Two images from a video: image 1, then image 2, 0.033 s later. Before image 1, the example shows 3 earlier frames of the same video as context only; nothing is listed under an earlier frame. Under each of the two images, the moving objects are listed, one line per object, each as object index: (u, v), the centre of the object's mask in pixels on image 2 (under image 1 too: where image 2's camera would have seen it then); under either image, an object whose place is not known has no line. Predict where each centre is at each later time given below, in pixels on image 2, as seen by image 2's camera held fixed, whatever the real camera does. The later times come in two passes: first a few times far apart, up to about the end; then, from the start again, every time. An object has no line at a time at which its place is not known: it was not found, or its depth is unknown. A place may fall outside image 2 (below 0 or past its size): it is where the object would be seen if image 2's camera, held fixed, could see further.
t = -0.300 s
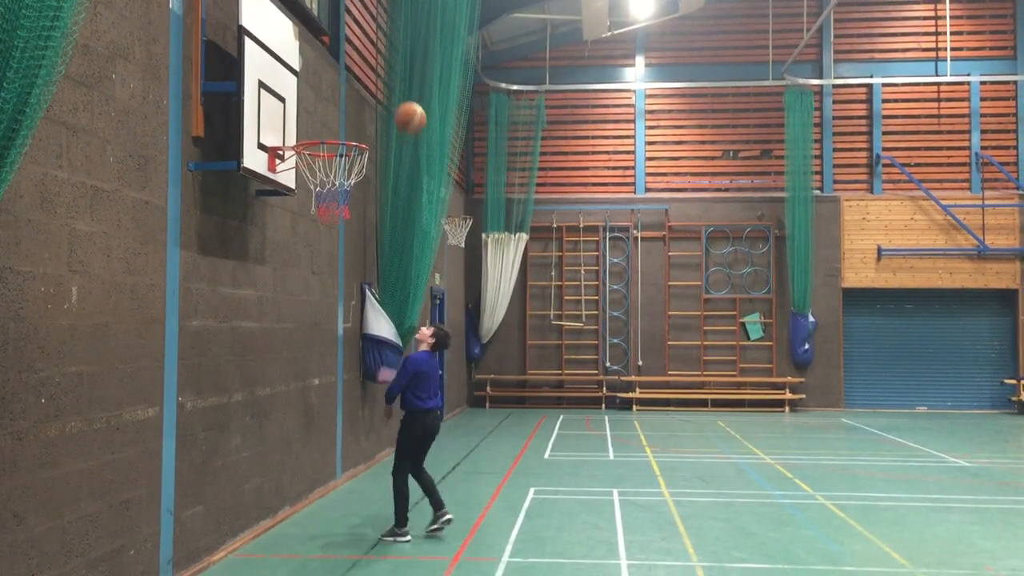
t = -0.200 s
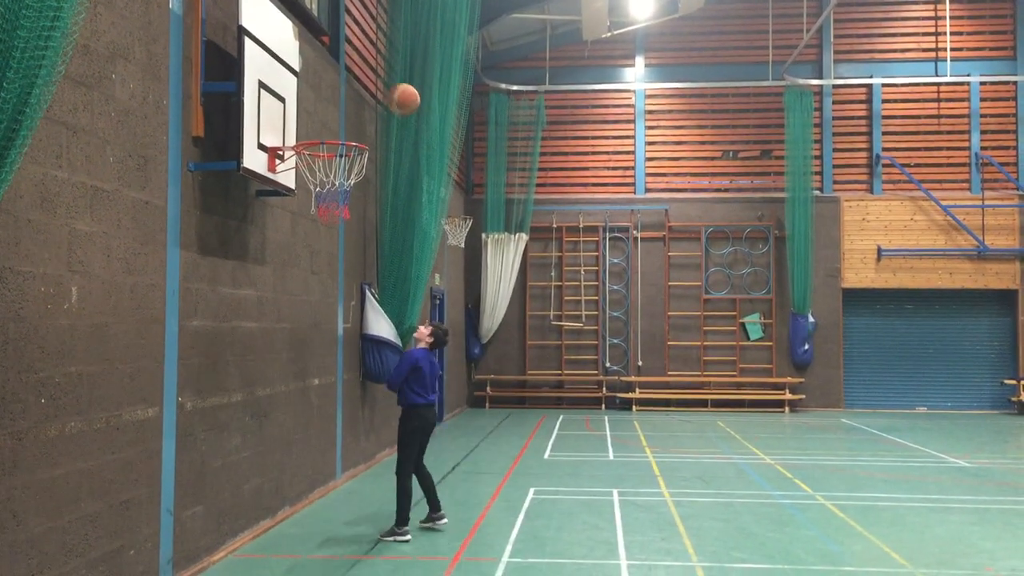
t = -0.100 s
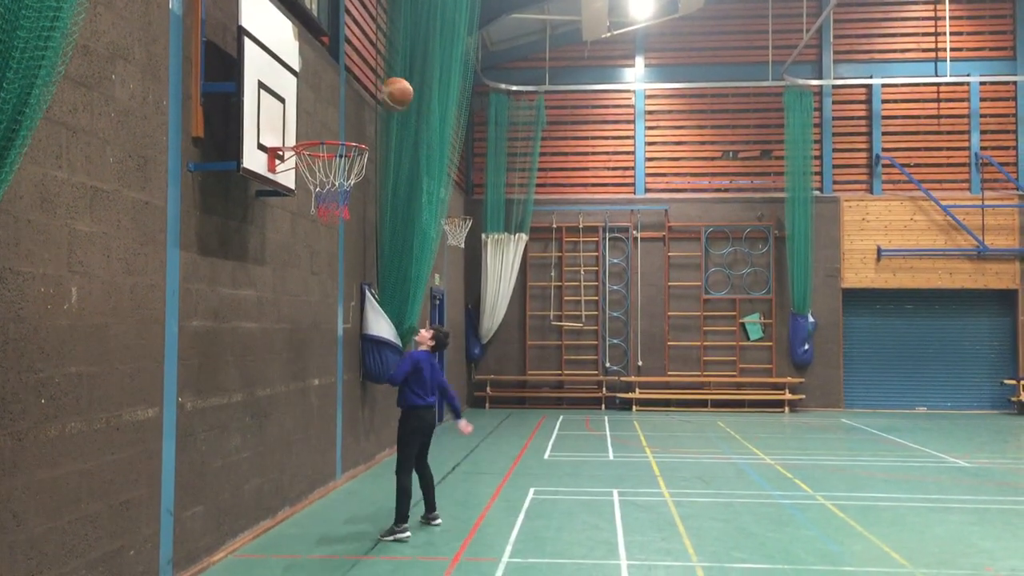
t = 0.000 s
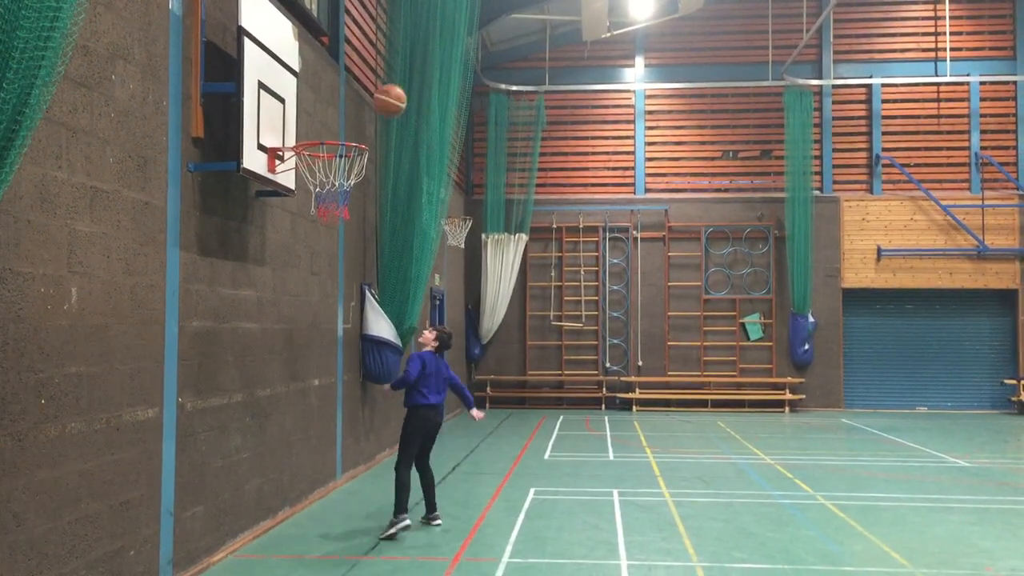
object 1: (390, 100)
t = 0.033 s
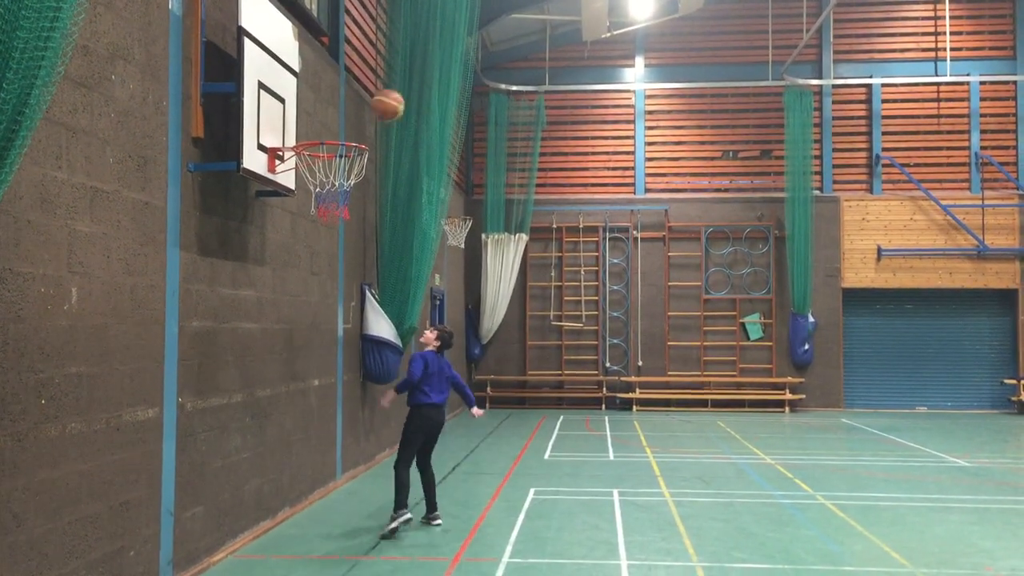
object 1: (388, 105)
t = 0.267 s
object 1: (372, 188)
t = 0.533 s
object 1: (353, 387)
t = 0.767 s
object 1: (338, 460)
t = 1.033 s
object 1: (332, 307)
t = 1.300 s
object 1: (324, 257)
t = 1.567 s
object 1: (316, 306)
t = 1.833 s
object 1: (307, 456)
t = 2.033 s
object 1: (299, 460)
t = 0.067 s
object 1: (386, 111)
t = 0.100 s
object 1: (383, 121)
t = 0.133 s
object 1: (381, 132)
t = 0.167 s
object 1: (379, 142)
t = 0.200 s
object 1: (378, 156)
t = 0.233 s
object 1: (376, 171)
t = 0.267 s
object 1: (372, 188)
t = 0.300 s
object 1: (368, 205)
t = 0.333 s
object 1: (367, 226)
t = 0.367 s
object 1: (364, 248)
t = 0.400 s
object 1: (362, 270)
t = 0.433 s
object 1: (359, 295)
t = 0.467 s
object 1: (357, 327)
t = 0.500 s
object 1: (355, 355)
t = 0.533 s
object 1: (353, 387)
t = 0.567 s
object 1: (350, 419)
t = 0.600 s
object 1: (346, 456)
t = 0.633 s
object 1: (343, 495)
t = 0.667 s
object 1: (340, 535)
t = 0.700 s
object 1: (340, 516)
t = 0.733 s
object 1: (339, 486)
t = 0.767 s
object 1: (338, 460)
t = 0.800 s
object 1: (338, 435)
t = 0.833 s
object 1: (337, 412)
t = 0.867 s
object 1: (336, 390)
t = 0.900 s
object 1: (335, 370)
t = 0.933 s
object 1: (334, 352)
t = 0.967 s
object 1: (334, 336)
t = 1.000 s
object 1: (333, 320)
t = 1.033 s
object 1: (332, 307)
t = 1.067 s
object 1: (331, 295)
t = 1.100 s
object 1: (330, 285)
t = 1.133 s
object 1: (329, 276)
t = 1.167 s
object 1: (328, 269)
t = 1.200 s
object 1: (327, 264)
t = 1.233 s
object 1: (326, 260)
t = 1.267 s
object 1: (325, 258)
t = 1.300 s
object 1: (324, 257)
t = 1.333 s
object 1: (323, 258)
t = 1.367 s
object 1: (322, 260)
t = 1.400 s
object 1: (321, 263)
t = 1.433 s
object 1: (320, 269)
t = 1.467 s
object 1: (319, 276)
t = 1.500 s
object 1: (318, 284)
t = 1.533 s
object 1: (317, 294)
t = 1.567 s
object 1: (316, 306)
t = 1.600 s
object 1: (314, 318)
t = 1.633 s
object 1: (314, 333)
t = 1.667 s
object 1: (313, 349)
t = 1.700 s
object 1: (312, 366)
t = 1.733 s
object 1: (311, 387)
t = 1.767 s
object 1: (309, 408)
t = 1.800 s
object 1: (309, 431)
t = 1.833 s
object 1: (307, 456)
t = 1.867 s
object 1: (305, 482)
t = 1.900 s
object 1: (303, 511)
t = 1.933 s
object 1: (301, 525)
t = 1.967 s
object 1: (301, 500)
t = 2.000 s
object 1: (300, 479)
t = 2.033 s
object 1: (299, 460)
